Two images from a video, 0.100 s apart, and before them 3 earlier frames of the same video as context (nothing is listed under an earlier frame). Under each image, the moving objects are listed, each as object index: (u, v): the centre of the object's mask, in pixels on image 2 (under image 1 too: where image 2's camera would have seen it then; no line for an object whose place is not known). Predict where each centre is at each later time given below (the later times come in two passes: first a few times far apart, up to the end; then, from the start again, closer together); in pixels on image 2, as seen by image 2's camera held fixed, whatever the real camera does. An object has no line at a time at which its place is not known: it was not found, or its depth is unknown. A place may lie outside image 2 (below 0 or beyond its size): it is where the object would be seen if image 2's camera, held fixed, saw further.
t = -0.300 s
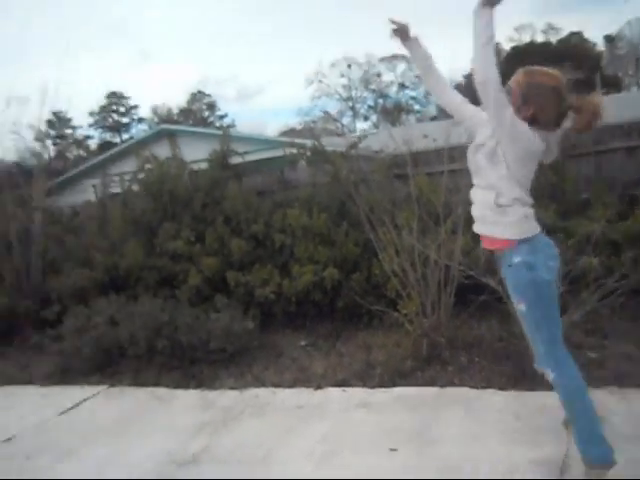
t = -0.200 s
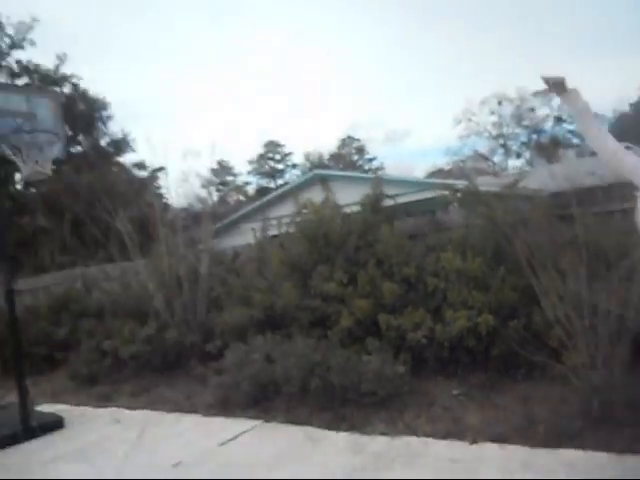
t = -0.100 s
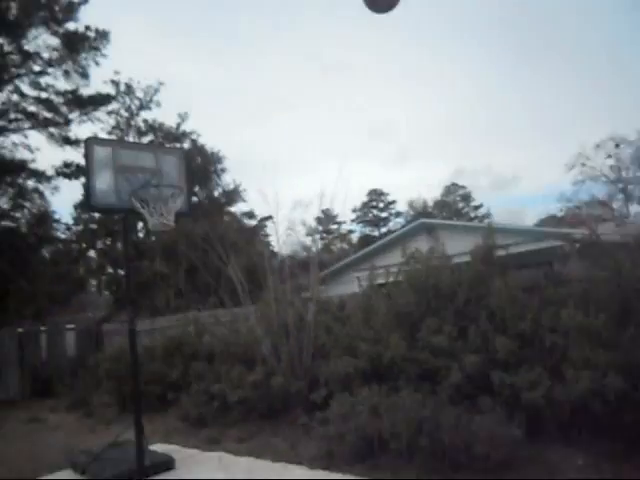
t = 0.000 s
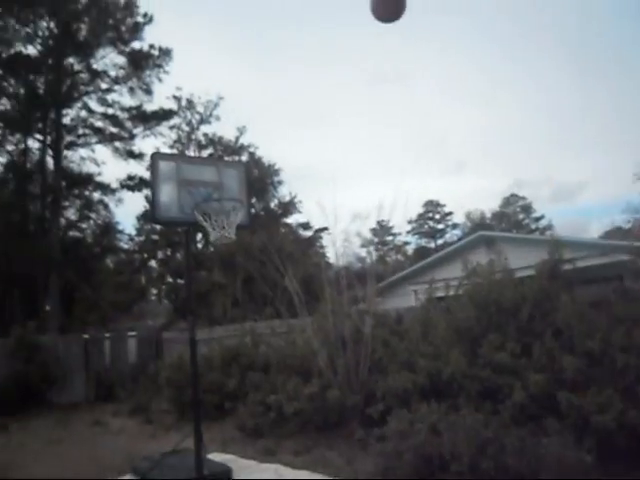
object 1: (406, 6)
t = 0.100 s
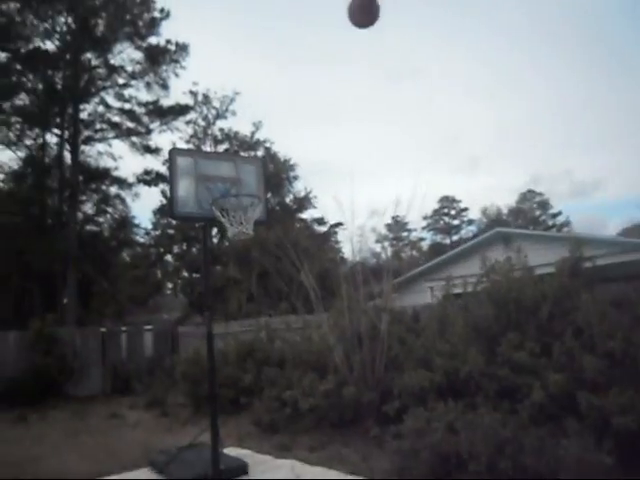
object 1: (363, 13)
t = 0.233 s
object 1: (318, 41)
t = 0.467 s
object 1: (258, 121)
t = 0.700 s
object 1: (242, 203)
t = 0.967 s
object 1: (267, 322)
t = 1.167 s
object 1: (287, 483)
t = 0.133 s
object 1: (351, 17)
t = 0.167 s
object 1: (339, 24)
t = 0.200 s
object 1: (328, 32)
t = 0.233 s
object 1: (318, 41)
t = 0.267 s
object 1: (308, 51)
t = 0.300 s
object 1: (299, 61)
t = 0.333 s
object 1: (290, 72)
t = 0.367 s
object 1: (281, 84)
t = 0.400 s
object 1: (273, 95)
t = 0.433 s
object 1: (265, 108)
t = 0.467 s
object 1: (258, 121)
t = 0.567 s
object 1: (238, 164)
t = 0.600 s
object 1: (232, 180)
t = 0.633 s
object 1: (234, 187)
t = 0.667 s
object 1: (238, 193)
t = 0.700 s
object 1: (242, 203)
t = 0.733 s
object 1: (241, 211)
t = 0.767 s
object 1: (247, 223)
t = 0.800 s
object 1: (249, 235)
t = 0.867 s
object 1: (256, 266)
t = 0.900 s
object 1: (259, 284)
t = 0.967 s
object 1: (267, 322)
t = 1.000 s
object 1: (268, 346)
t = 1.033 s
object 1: (273, 370)
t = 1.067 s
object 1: (277, 397)
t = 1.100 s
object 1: (280, 424)
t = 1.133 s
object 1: (283, 451)
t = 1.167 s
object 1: (287, 483)
